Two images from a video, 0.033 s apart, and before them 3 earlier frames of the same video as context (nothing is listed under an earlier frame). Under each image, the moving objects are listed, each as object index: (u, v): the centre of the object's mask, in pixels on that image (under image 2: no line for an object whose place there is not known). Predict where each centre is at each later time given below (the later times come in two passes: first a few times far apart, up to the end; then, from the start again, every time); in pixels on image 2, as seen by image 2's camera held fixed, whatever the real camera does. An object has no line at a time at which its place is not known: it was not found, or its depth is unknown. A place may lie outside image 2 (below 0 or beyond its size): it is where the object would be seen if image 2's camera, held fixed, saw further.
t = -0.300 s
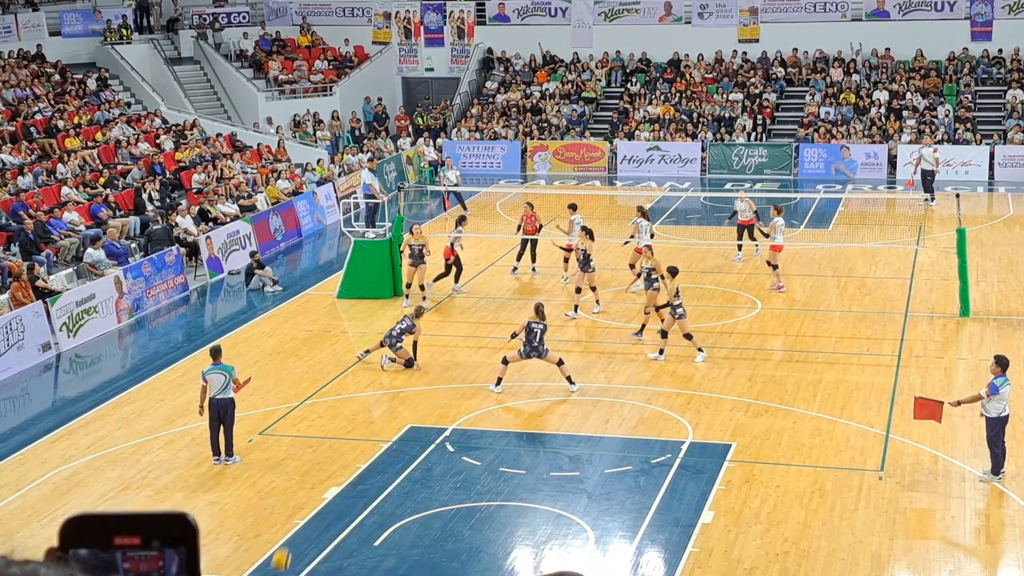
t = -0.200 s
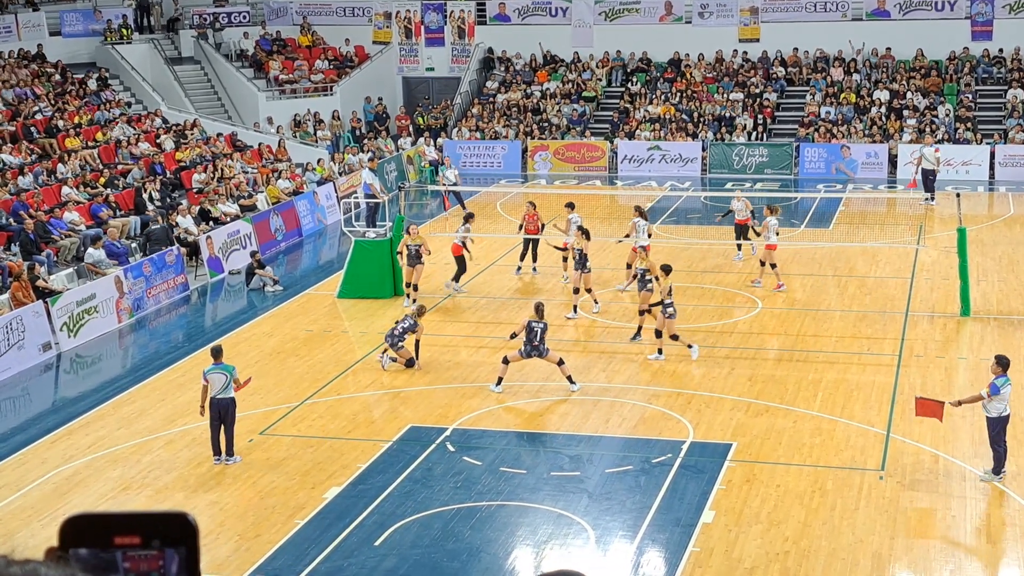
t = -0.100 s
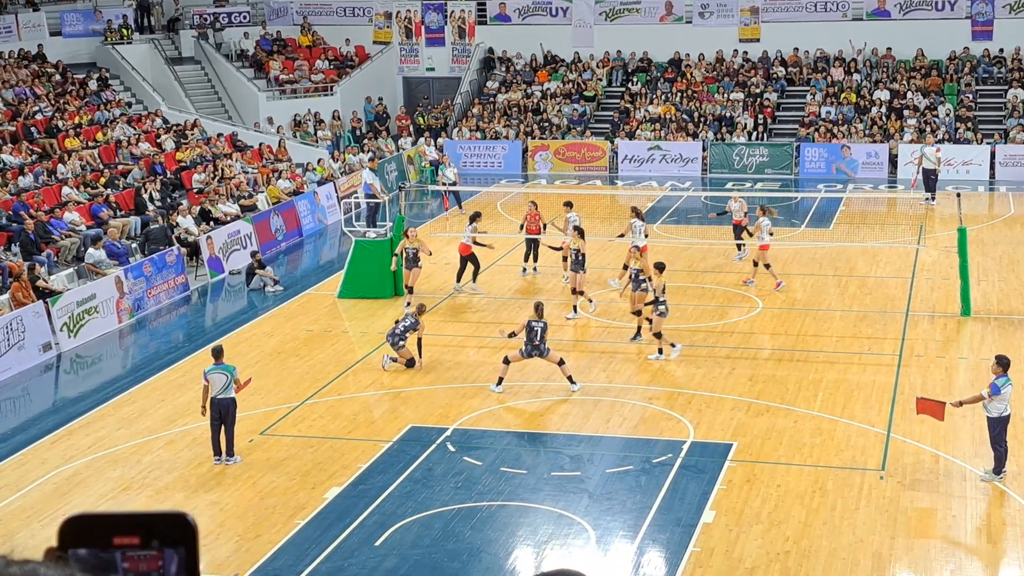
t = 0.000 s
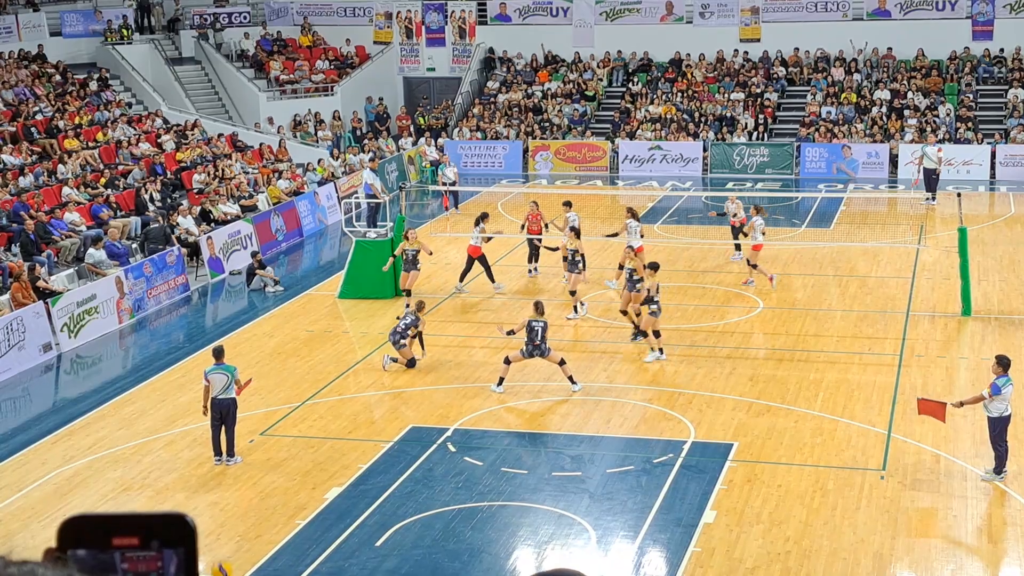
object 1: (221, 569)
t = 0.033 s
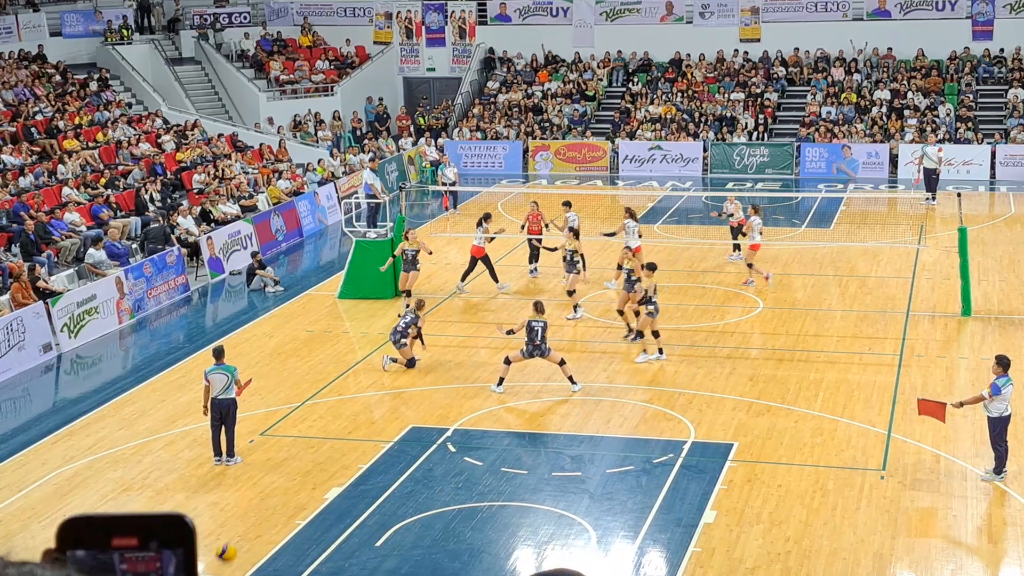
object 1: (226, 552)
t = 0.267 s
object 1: (257, 450)
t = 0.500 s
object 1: (290, 402)
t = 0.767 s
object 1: (324, 404)
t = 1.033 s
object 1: (360, 461)
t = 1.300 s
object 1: (387, 516)
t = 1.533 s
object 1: (388, 461)
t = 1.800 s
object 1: (392, 449)
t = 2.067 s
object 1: (397, 493)
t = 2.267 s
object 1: (400, 530)
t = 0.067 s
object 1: (231, 534)
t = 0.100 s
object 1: (235, 517)
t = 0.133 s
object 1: (240, 501)
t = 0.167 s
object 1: (244, 488)
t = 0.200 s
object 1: (249, 474)
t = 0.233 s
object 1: (254, 462)
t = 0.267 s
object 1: (257, 450)
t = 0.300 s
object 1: (263, 441)
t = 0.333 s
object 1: (268, 431)
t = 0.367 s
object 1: (271, 424)
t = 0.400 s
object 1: (276, 416)
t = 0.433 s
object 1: (280, 411)
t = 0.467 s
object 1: (284, 406)
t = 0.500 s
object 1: (290, 402)
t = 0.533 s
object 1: (294, 399)
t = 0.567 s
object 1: (298, 397)
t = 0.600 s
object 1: (302, 397)
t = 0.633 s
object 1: (307, 396)
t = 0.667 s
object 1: (312, 397)
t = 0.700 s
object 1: (317, 399)
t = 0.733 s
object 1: (320, 401)
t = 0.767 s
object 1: (324, 404)
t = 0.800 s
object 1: (329, 409)
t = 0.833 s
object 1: (334, 414)
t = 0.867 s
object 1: (338, 420)
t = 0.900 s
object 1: (342, 427)
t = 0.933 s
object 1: (346, 435)
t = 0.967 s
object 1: (352, 443)
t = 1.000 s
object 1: (356, 452)
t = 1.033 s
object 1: (360, 461)
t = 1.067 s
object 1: (365, 472)
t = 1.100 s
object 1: (369, 482)
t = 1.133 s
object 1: (373, 494)
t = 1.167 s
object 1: (378, 506)
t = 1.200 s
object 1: (382, 519)
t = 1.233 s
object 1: (387, 533)
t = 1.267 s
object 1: (387, 527)
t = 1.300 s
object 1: (387, 516)
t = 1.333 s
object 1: (387, 505)
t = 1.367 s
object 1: (388, 496)
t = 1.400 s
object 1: (388, 487)
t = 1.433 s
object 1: (388, 479)
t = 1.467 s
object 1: (388, 472)
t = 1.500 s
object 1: (389, 466)
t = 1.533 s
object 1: (388, 461)
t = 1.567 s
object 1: (389, 457)
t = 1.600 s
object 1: (389, 453)
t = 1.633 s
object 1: (389, 450)
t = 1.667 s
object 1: (390, 448)
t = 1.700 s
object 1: (391, 447)
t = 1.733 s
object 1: (391, 447)
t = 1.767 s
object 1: (391, 448)
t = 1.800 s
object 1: (392, 449)
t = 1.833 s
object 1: (393, 451)
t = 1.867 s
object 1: (393, 455)
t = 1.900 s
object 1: (393, 459)
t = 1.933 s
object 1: (394, 464)
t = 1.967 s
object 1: (395, 470)
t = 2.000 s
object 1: (395, 477)
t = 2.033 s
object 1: (396, 485)
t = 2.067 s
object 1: (397, 493)
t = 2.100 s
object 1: (397, 502)
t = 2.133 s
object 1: (398, 512)
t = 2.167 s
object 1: (398, 522)
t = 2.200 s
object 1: (399, 534)
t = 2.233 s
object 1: (400, 538)
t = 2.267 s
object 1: (400, 530)
